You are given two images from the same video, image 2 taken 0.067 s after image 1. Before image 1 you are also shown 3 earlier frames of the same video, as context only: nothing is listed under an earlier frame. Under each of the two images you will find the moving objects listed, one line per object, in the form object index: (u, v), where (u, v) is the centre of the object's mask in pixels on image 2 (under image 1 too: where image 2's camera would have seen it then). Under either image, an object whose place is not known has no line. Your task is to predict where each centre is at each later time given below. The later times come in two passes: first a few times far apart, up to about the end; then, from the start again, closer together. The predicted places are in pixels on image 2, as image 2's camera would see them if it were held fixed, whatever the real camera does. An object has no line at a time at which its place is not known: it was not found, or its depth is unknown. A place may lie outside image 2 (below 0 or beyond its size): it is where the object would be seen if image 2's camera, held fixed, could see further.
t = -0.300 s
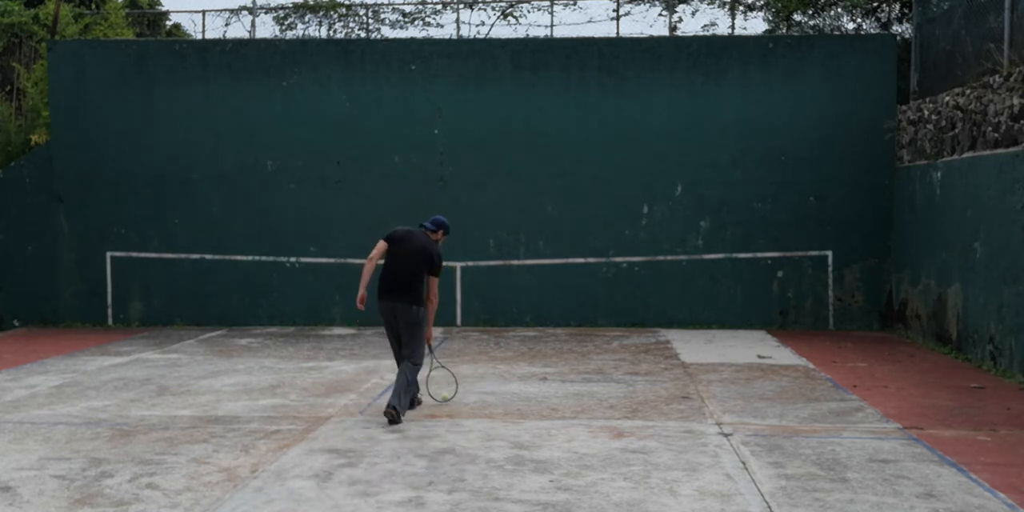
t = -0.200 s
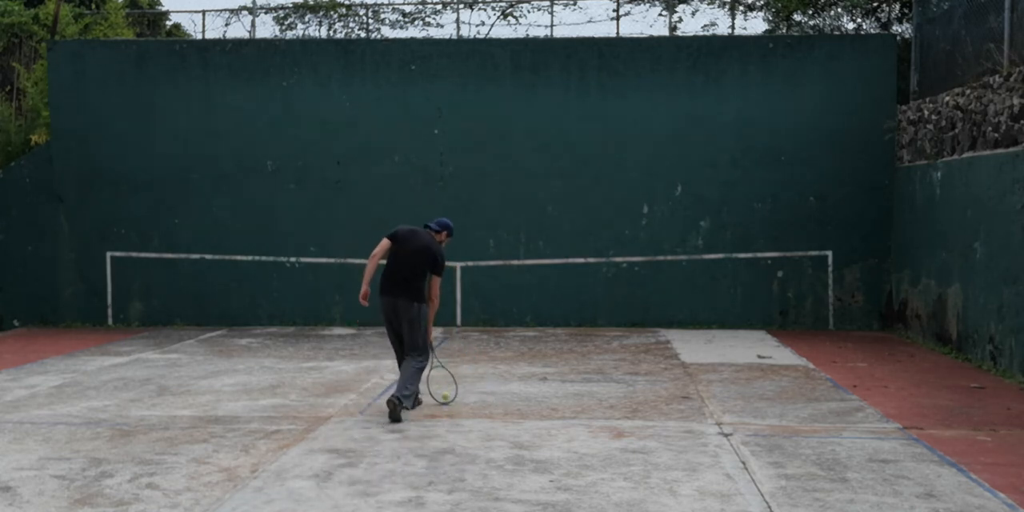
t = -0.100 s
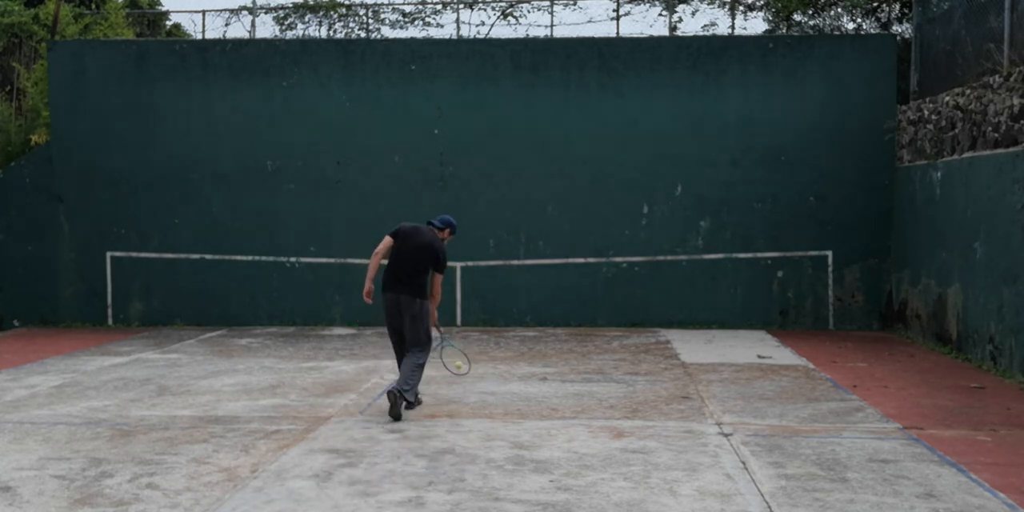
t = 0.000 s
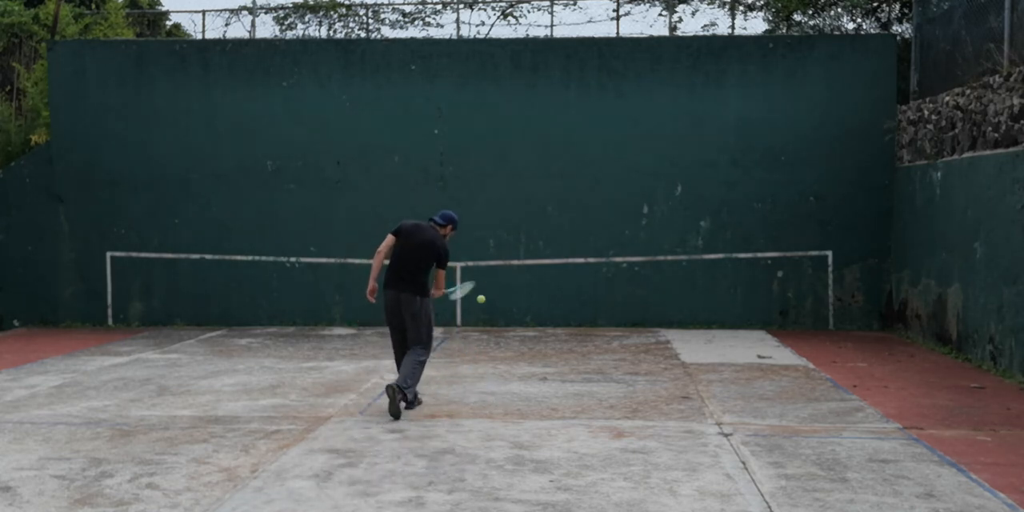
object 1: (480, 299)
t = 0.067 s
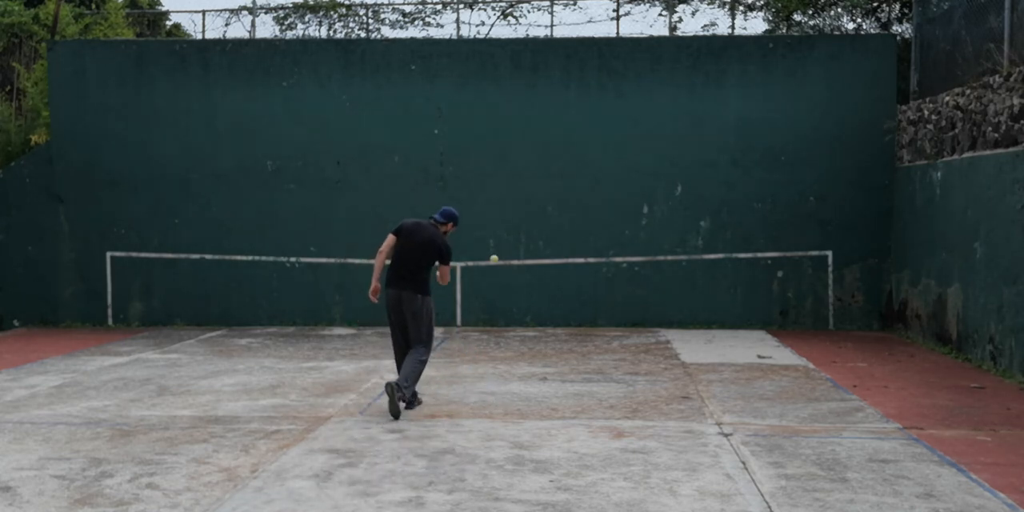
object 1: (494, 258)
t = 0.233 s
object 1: (521, 191)
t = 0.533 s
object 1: (557, 155)
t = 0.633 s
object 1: (566, 160)
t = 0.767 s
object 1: (574, 162)
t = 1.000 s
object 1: (591, 202)
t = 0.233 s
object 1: (521, 191)
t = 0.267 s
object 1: (526, 182)
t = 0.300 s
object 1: (530, 175)
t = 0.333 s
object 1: (535, 169)
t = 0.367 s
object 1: (539, 164)
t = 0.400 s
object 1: (543, 160)
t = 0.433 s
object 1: (546, 158)
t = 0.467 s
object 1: (551, 156)
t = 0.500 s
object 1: (555, 155)
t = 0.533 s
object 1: (557, 155)
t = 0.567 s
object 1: (560, 156)
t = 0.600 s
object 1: (563, 158)
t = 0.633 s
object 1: (566, 160)
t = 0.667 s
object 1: (568, 160)
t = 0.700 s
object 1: (570, 160)
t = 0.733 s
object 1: (572, 161)
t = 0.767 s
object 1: (574, 162)
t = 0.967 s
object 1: (589, 193)
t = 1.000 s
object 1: (591, 202)
